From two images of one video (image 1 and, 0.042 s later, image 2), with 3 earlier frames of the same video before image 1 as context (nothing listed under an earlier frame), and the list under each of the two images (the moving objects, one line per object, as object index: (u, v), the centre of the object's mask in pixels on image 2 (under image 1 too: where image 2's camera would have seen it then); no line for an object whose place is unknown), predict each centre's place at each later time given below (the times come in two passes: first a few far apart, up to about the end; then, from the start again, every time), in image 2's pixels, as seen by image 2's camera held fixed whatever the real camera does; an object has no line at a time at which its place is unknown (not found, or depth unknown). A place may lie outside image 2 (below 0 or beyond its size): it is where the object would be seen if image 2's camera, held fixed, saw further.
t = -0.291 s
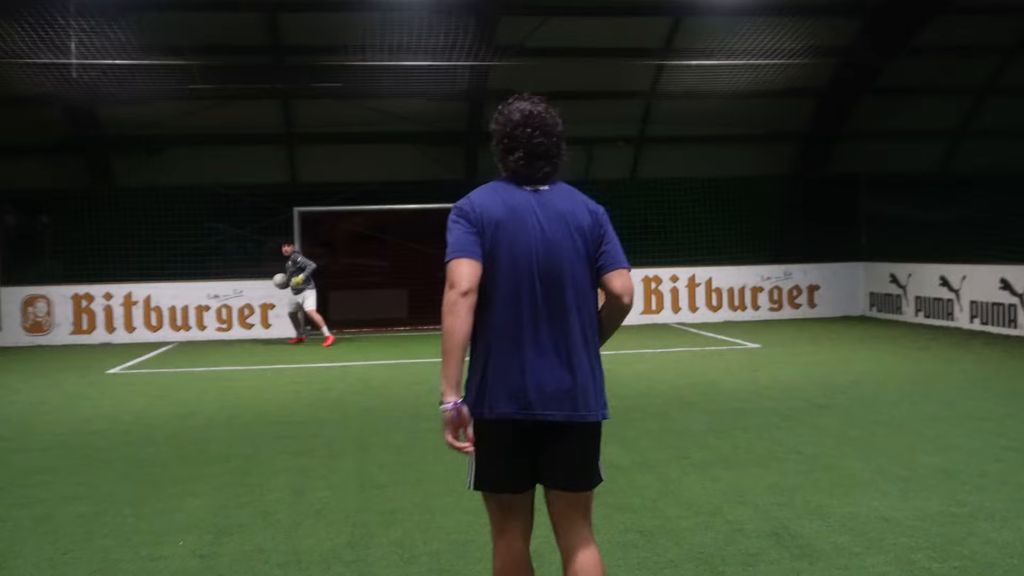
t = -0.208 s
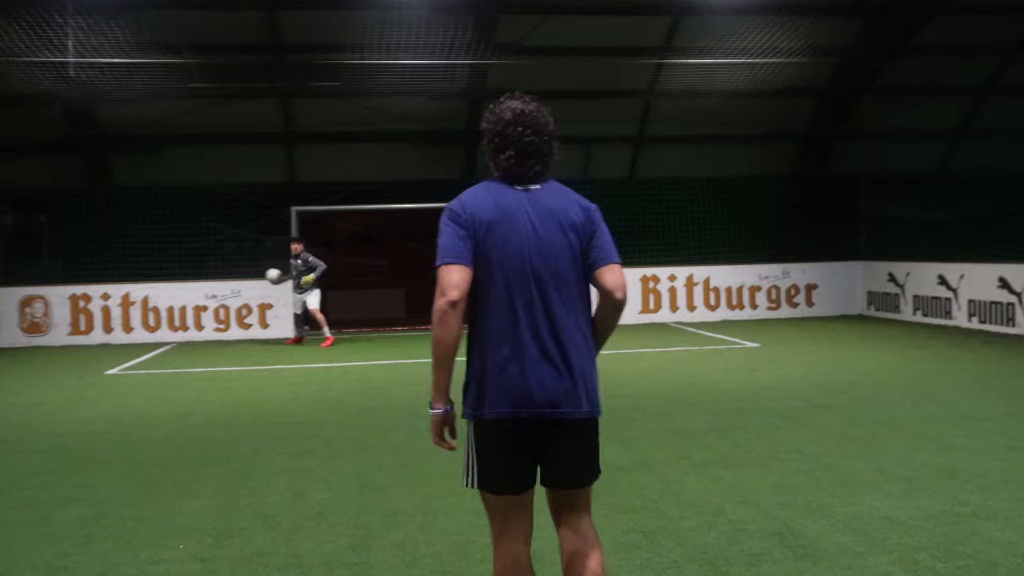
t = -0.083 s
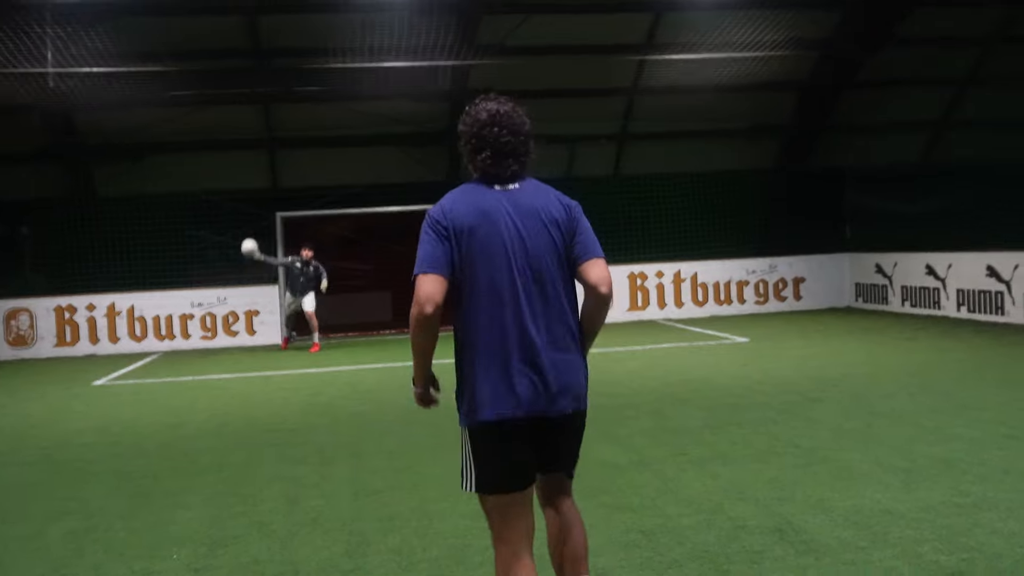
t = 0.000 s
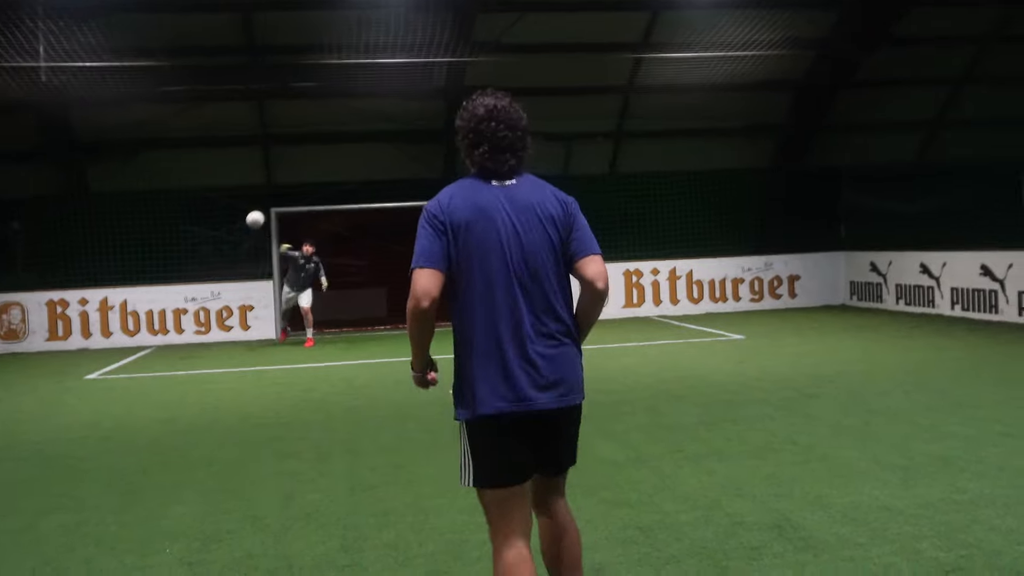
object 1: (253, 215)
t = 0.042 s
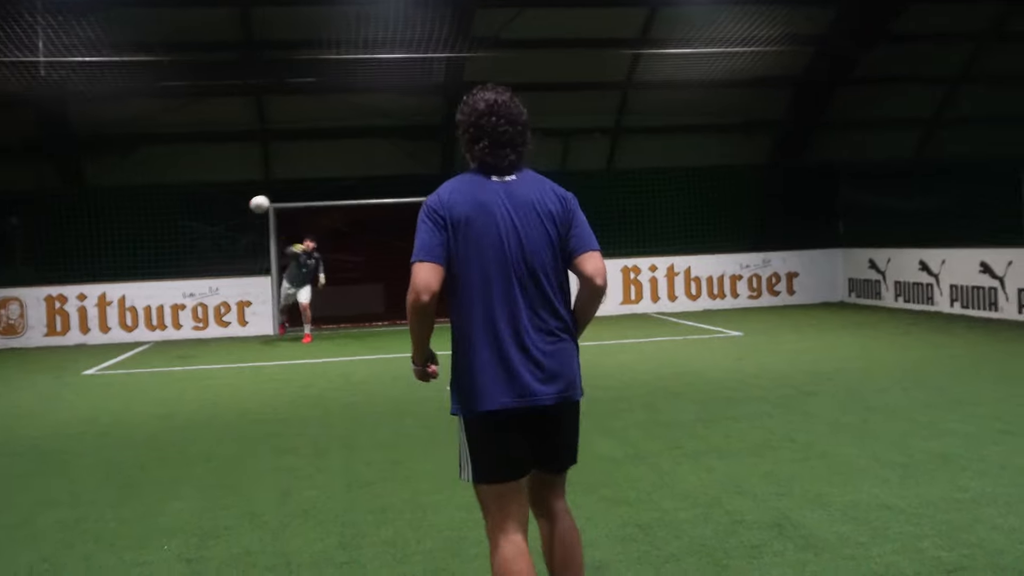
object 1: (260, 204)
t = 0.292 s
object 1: (303, 154)
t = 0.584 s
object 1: (378, 149)
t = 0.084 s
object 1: (266, 193)
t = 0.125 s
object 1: (272, 183)
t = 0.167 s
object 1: (279, 174)
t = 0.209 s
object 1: (286, 167)
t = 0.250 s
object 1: (294, 161)
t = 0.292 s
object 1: (303, 154)
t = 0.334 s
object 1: (312, 148)
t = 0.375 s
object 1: (321, 144)
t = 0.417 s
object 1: (331, 142)
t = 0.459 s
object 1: (341, 141)
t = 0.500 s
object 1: (353, 142)
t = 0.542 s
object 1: (365, 145)
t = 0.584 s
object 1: (378, 149)
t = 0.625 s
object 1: (392, 156)
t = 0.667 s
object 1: (406, 166)
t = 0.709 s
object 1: (422, 178)
